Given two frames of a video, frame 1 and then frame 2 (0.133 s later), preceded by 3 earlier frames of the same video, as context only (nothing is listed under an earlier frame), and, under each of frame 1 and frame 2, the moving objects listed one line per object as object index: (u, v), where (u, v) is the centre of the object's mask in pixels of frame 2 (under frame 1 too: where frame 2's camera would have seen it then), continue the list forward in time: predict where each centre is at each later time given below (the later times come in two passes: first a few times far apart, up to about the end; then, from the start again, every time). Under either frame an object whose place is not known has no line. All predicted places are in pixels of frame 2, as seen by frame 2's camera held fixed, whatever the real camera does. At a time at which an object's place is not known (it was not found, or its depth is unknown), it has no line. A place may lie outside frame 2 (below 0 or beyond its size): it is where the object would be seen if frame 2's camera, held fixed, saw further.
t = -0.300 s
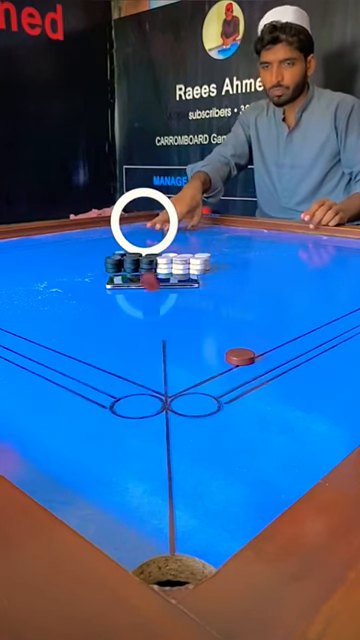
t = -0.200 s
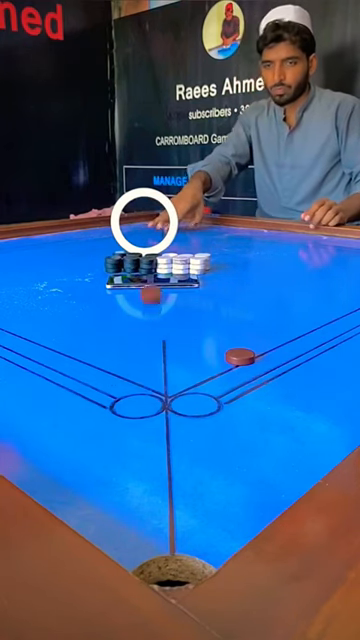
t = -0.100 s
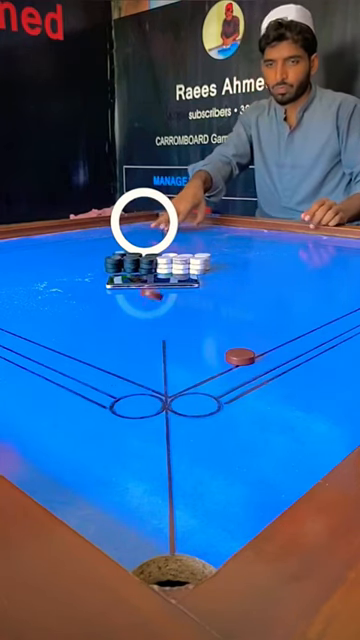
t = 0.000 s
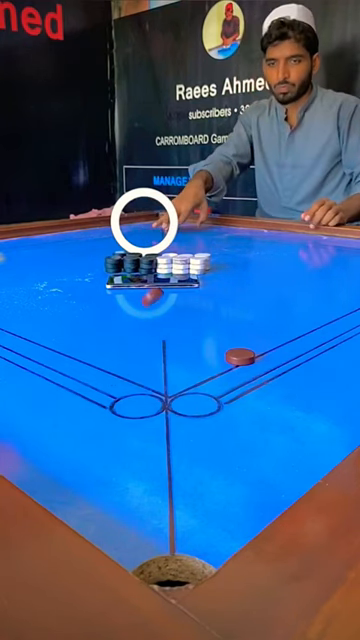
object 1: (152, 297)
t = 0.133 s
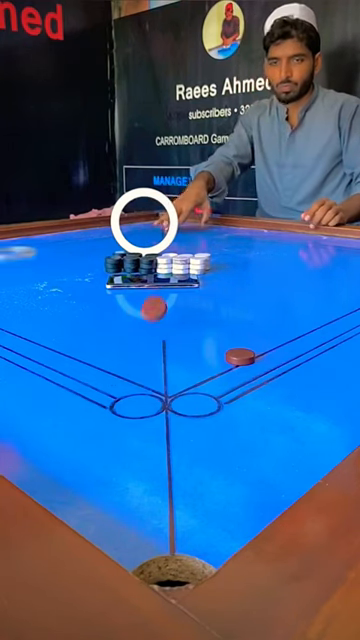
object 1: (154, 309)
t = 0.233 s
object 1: (155, 325)
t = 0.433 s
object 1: (159, 365)
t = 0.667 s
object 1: (164, 407)
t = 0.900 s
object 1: (175, 484)
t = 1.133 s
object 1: (166, 572)
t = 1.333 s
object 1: (188, 555)
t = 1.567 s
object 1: (193, 547)
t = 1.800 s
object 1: (184, 534)
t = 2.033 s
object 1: (180, 534)
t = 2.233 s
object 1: (177, 528)
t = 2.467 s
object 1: (172, 527)
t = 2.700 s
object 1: (167, 530)
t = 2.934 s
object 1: (165, 534)
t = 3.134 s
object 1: (166, 537)
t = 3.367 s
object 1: (167, 537)
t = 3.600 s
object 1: (166, 537)
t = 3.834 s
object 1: (166, 537)
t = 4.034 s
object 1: (166, 537)
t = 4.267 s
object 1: (166, 537)
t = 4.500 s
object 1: (167, 537)
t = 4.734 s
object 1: (167, 537)
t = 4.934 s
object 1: (166, 537)
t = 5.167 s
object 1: (166, 537)
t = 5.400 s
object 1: (167, 537)
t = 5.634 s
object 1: (166, 537)
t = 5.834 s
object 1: (166, 537)
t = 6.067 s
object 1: (167, 537)
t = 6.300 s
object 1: (167, 537)
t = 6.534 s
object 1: (167, 537)
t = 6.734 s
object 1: (166, 537)
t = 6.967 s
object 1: (167, 537)
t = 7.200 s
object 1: (167, 537)
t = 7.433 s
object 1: (166, 537)
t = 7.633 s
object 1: (166, 537)
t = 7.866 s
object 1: (167, 537)
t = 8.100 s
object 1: (166, 537)
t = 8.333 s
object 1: (166, 537)
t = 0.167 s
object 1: (154, 314)
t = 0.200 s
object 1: (155, 319)
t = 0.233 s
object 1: (155, 325)
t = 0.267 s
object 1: (155, 332)
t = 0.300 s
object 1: (156, 339)
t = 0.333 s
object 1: (157, 347)
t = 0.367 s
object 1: (158, 357)
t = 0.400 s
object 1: (158, 362)
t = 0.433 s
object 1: (159, 365)
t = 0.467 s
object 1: (160, 368)
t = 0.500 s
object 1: (161, 370)
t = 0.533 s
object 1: (161, 375)
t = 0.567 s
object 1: (162, 381)
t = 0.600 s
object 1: (162, 390)
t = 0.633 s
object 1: (164, 398)
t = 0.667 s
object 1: (164, 407)
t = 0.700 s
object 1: (165, 417)
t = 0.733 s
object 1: (167, 426)
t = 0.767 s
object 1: (168, 438)
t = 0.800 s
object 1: (169, 451)
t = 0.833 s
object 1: (171, 463)
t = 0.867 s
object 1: (173, 474)
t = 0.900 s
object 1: (175, 484)
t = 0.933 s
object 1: (177, 495)
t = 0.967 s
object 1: (178, 507)
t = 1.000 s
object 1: (179, 522)
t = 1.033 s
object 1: (181, 538)
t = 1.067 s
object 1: (183, 555)
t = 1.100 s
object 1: (174, 568)
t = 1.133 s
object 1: (166, 572)
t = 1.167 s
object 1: (158, 568)
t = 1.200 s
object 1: (159, 563)
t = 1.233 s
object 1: (167, 556)
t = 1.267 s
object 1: (174, 554)
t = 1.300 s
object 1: (180, 555)
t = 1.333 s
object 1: (188, 555)
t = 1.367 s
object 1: (194, 552)
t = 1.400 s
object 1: (199, 551)
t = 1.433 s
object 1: (200, 550)
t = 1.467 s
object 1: (199, 550)
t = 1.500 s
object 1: (197, 551)
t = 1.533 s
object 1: (195, 549)
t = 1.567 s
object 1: (193, 547)
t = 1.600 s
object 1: (191, 544)
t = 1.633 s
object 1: (189, 542)
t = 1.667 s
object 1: (188, 540)
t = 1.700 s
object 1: (187, 537)
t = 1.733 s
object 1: (186, 536)
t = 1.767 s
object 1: (185, 535)
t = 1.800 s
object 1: (184, 534)
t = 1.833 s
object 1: (183, 533)
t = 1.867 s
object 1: (183, 533)
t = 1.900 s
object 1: (182, 534)
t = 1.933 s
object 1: (181, 535)
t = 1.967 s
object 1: (180, 536)
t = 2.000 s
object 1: (180, 536)
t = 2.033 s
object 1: (180, 534)
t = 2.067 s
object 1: (180, 532)
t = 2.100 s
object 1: (179, 530)
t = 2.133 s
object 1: (179, 529)
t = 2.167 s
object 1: (178, 528)
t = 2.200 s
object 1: (177, 528)
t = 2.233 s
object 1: (177, 528)
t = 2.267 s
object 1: (176, 529)
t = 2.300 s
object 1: (176, 531)
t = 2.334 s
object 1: (175, 531)
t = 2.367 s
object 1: (175, 529)
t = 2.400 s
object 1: (174, 528)
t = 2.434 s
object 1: (173, 527)
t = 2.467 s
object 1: (172, 527)
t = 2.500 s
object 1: (171, 527)
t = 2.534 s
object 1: (170, 529)
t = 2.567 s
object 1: (169, 530)
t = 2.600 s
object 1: (169, 531)
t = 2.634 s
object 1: (168, 531)
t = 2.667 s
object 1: (167, 530)
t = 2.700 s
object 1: (167, 530)
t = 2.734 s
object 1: (166, 530)
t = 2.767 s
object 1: (166, 531)
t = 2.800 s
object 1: (165, 533)
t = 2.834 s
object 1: (165, 534)
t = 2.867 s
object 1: (165, 535)
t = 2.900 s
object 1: (165, 534)
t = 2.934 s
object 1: (165, 534)
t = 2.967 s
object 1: (165, 536)
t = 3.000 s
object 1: (165, 537)
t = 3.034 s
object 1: (166, 537)
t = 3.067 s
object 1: (166, 537)
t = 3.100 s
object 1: (166, 537)
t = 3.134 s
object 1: (166, 537)
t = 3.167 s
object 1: (166, 537)
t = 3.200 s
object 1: (167, 537)
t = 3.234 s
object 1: (166, 537)
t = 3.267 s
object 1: (167, 537)
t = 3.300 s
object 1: (167, 537)
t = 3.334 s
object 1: (166, 537)
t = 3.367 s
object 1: (167, 537)
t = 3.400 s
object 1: (166, 537)
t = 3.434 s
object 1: (166, 537)
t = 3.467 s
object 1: (166, 537)
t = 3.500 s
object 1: (167, 537)
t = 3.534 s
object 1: (166, 537)
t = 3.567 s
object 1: (166, 537)
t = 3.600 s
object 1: (166, 537)
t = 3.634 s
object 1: (167, 537)
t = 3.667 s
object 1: (166, 537)
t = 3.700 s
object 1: (167, 537)
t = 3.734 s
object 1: (166, 537)
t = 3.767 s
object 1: (167, 537)
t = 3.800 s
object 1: (166, 537)
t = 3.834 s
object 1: (166, 537)
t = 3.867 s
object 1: (167, 537)
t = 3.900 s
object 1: (167, 537)
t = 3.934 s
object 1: (166, 537)
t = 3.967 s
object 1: (167, 537)
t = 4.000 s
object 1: (167, 537)
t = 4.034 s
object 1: (166, 537)
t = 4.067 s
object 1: (166, 537)
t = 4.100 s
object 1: (167, 537)
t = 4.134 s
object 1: (167, 537)
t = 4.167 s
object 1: (166, 537)
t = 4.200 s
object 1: (166, 537)
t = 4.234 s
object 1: (166, 537)
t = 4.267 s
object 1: (166, 537)
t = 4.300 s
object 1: (167, 537)
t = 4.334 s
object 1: (166, 537)
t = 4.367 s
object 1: (167, 537)
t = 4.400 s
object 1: (166, 537)
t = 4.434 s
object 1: (166, 537)
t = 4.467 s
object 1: (167, 537)
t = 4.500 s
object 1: (167, 537)
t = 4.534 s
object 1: (166, 537)
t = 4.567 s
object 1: (166, 537)
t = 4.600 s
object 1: (166, 537)
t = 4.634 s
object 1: (167, 537)
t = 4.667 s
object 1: (166, 537)
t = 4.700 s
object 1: (166, 537)
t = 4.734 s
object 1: (167, 537)
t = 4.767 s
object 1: (166, 537)
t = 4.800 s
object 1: (166, 537)
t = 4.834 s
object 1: (167, 537)
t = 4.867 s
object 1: (166, 537)
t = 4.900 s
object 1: (167, 537)
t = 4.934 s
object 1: (166, 537)
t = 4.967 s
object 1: (166, 537)
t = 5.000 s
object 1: (166, 537)
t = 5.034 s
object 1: (166, 537)
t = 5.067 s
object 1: (167, 537)
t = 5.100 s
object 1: (166, 537)
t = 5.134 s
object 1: (167, 537)
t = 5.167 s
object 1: (166, 537)
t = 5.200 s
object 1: (167, 537)
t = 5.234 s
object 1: (167, 537)
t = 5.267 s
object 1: (167, 537)
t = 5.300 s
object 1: (166, 537)
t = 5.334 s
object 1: (167, 537)
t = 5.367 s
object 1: (166, 537)
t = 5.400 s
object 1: (167, 537)
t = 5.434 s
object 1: (166, 537)
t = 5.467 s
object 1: (167, 537)
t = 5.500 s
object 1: (167, 537)
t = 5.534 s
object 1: (167, 537)
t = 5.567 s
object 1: (166, 537)
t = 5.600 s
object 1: (167, 537)
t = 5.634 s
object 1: (166, 537)
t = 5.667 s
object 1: (167, 537)
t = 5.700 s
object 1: (166, 537)
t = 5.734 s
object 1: (167, 537)
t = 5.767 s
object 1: (166, 537)
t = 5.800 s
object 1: (167, 537)
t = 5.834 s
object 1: (166, 537)
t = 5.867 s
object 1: (167, 537)
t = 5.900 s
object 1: (167, 537)
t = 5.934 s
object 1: (167, 537)
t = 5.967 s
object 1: (166, 537)
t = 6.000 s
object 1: (167, 537)
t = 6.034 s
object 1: (166, 537)
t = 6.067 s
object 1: (167, 537)
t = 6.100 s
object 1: (166, 537)
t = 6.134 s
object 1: (167, 537)
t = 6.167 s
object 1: (167, 537)
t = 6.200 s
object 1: (166, 537)
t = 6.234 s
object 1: (166, 537)
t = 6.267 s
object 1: (167, 537)
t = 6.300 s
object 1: (167, 537)
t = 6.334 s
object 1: (166, 537)
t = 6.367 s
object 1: (167, 537)
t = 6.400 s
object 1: (167, 537)
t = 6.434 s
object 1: (167, 537)
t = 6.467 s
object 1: (167, 537)
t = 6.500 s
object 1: (167, 537)
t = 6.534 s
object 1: (167, 537)
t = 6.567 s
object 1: (167, 537)
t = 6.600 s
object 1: (167, 537)
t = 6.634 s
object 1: (167, 537)
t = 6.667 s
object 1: (166, 537)
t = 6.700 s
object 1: (167, 537)
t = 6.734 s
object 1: (166, 537)
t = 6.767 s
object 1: (167, 537)
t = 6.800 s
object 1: (167, 537)
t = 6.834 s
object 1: (167, 537)
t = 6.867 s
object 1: (167, 537)
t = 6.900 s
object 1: (167, 537)
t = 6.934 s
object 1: (167, 537)
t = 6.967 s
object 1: (167, 537)
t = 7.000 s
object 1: (167, 537)
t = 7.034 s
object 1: (167, 537)
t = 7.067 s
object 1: (167, 537)
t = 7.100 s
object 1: (167, 537)
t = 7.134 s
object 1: (167, 537)
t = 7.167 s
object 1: (167, 537)
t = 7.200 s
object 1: (167, 537)
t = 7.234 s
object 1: (167, 537)
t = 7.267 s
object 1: (167, 537)
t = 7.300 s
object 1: (167, 537)
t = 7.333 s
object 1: (166, 537)
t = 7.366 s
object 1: (166, 537)
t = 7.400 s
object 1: (167, 537)
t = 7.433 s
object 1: (166, 537)
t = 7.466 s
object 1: (167, 537)
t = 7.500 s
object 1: (166, 537)
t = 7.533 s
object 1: (167, 537)
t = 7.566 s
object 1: (166, 537)
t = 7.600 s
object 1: (167, 537)
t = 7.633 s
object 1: (166, 537)
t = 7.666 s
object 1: (166, 537)
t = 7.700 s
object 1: (166, 537)
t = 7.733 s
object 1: (167, 537)
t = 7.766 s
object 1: (166, 537)
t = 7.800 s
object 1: (167, 537)
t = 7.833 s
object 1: (166, 537)
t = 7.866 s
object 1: (167, 537)
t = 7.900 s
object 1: (166, 537)
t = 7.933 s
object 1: (167, 537)
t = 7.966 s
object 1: (166, 537)
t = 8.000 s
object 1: (167, 537)
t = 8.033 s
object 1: (166, 537)
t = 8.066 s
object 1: (166, 537)
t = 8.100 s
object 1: (166, 537)
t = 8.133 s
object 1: (166, 537)
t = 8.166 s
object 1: (166, 537)
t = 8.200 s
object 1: (166, 537)
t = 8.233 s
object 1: (166, 537)
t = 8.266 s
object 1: (166, 537)
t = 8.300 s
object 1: (166, 537)
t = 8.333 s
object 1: (166, 537)
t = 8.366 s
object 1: (166, 537)
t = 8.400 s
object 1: (166, 537)
